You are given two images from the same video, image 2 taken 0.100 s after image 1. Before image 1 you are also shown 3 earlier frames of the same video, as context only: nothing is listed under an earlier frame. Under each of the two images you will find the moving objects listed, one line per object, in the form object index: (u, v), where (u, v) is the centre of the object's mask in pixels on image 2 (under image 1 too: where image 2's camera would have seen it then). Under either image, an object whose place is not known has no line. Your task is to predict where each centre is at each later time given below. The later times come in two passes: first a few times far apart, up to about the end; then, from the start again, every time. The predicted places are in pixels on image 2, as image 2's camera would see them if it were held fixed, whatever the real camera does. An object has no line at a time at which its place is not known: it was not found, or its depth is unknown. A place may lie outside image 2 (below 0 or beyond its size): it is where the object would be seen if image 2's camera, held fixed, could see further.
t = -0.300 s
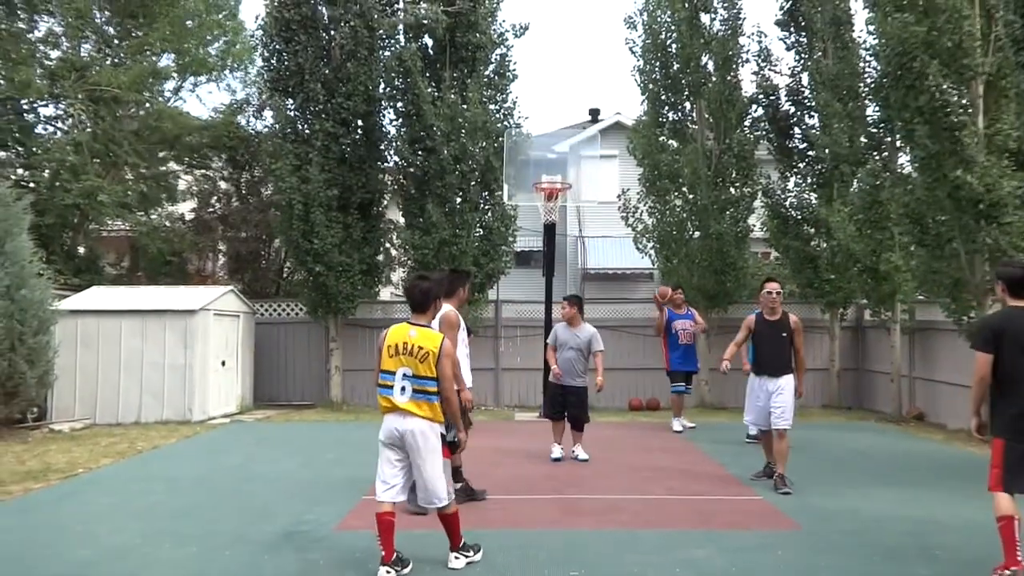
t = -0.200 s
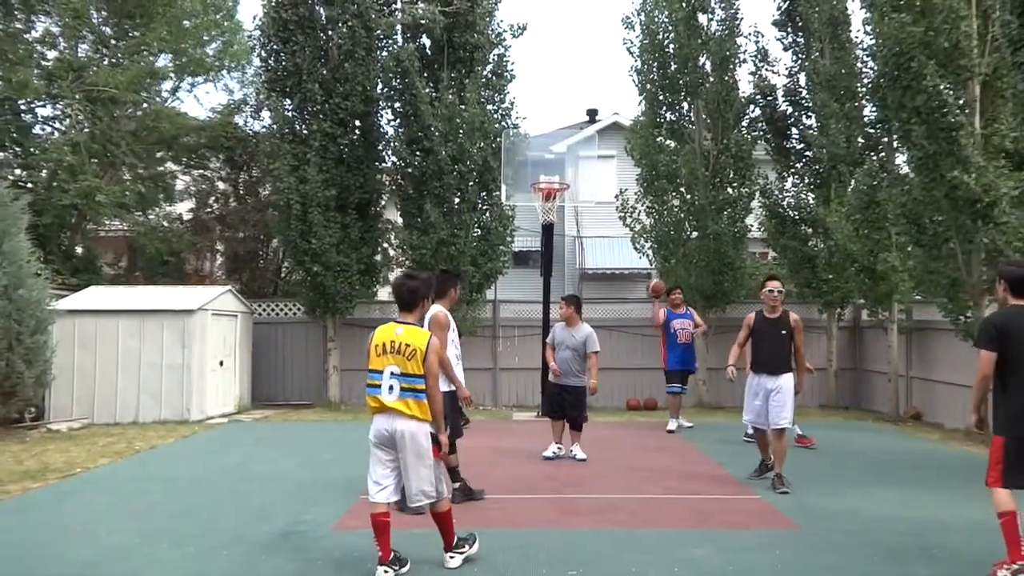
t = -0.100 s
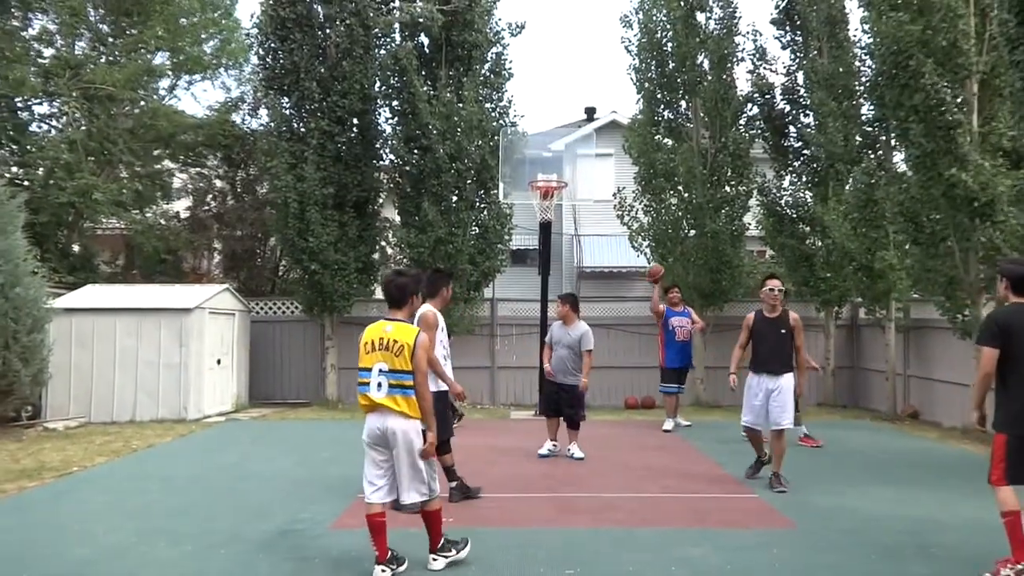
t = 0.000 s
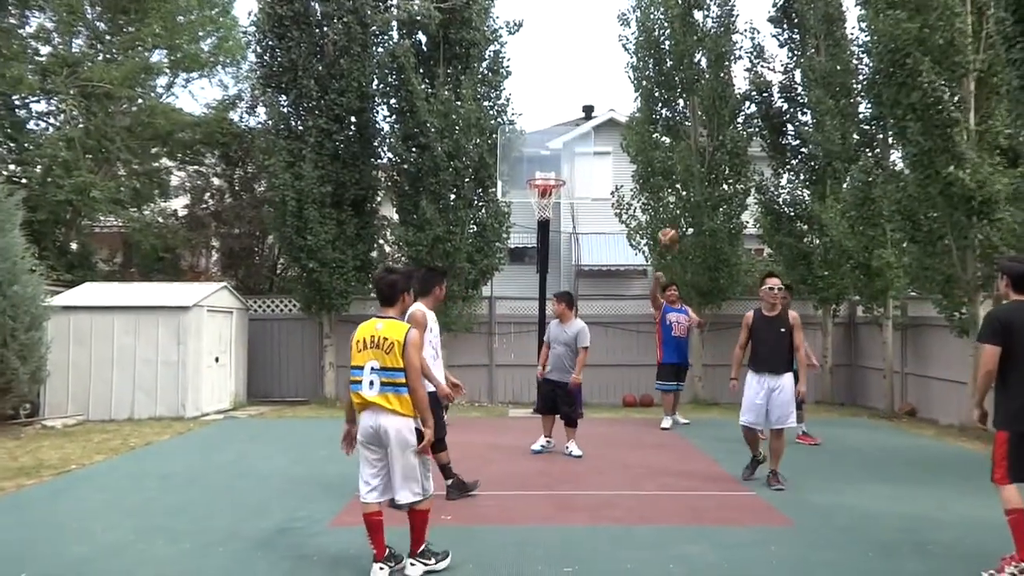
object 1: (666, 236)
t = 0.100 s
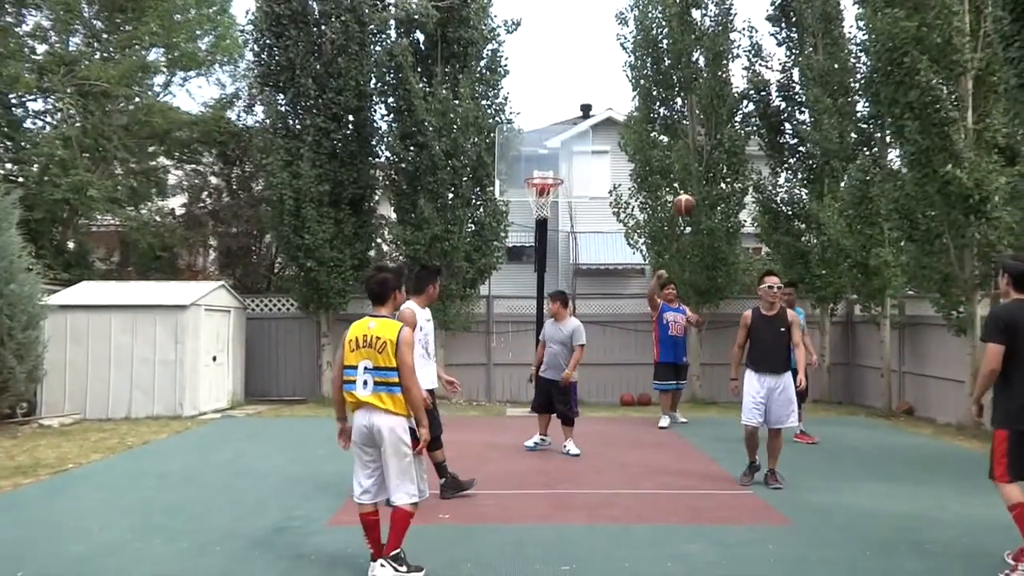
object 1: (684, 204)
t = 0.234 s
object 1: (713, 169)
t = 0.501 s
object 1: (792, 142)
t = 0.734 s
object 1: (900, 190)
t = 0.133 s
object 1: (692, 195)
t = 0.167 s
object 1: (698, 186)
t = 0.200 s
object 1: (706, 178)
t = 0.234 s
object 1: (713, 169)
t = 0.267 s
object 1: (721, 165)
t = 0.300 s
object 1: (730, 157)
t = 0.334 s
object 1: (738, 152)
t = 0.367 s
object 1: (749, 147)
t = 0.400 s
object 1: (759, 144)
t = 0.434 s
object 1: (770, 143)
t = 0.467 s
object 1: (781, 143)
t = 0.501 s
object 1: (792, 142)
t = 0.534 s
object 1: (805, 144)
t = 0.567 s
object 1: (819, 145)
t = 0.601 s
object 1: (833, 150)
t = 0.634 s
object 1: (847, 157)
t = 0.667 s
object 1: (864, 166)
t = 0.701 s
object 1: (881, 177)
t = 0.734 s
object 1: (900, 190)
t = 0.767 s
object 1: (921, 207)
